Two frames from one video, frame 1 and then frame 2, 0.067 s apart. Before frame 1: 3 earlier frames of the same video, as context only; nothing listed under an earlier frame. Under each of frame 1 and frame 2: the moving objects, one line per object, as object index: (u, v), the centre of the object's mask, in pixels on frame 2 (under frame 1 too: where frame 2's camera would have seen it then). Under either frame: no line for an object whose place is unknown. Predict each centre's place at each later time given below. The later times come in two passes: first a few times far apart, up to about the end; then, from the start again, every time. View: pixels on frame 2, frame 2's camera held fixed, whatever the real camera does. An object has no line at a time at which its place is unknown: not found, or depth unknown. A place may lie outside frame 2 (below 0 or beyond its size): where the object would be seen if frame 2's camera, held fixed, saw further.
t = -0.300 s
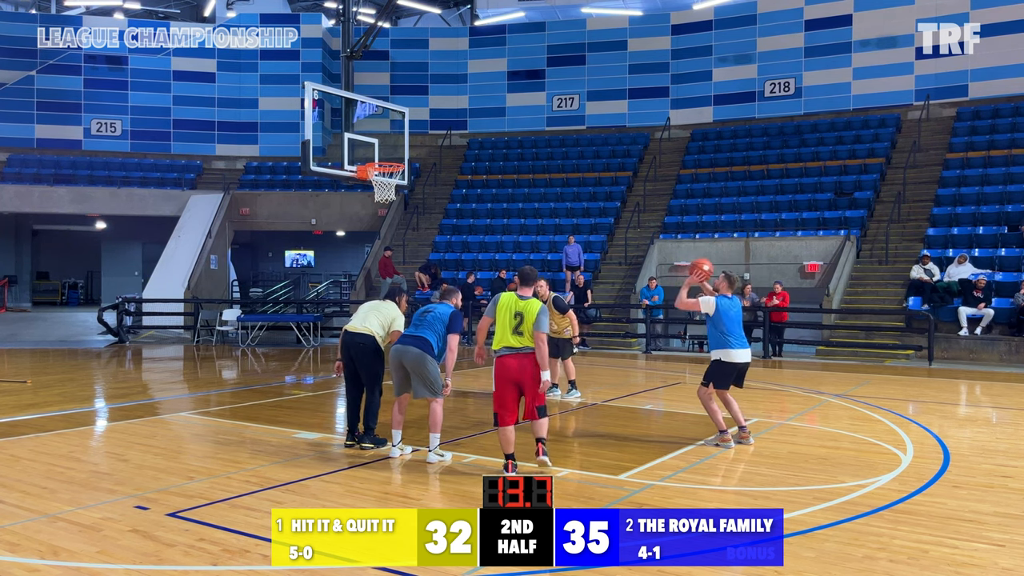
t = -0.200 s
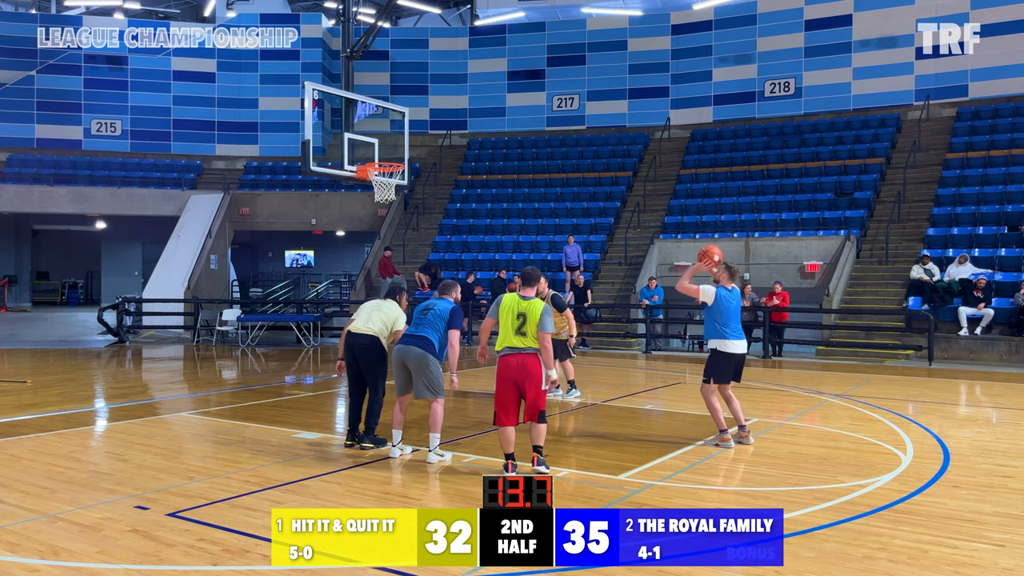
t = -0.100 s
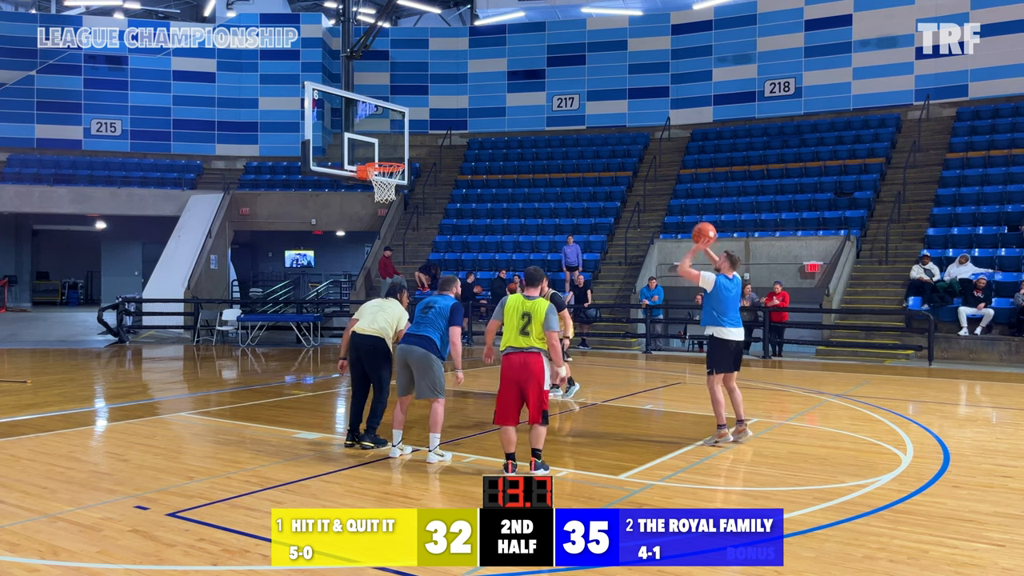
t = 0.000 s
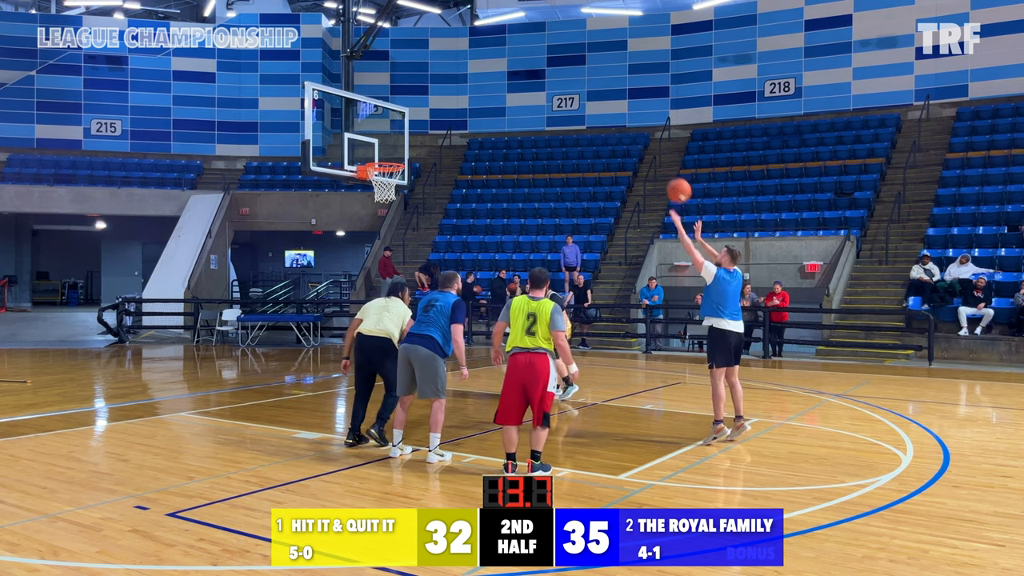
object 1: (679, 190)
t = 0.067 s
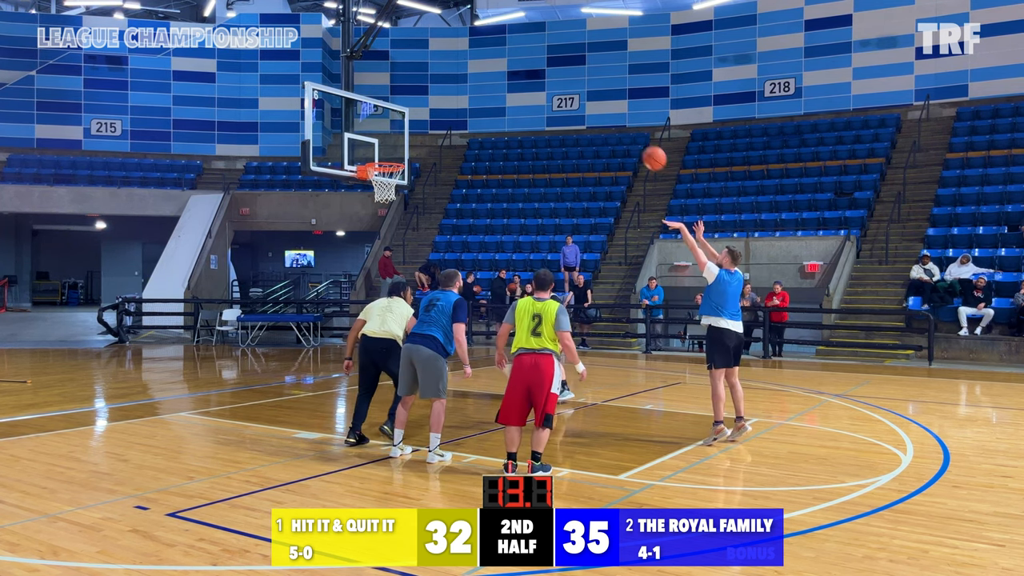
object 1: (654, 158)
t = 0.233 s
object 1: (597, 100)
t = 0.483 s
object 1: (518, 63)
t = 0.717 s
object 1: (452, 78)
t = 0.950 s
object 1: (393, 134)
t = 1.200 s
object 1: (412, 126)
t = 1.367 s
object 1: (452, 112)
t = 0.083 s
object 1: (648, 151)
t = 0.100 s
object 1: (642, 144)
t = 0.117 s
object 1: (636, 138)
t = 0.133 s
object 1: (631, 131)
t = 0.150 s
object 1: (625, 125)
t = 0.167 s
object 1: (619, 120)
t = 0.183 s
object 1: (613, 114)
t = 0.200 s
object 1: (608, 109)
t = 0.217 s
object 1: (601, 104)
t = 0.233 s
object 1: (597, 100)
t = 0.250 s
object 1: (591, 95)
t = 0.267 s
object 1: (585, 91)
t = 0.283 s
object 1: (580, 87)
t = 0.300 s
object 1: (574, 84)
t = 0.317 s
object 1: (569, 81)
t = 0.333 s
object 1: (563, 78)
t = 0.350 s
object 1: (558, 75)
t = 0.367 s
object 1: (553, 73)
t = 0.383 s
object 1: (548, 71)
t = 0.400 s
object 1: (543, 68)
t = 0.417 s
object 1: (538, 67)
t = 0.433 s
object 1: (533, 66)
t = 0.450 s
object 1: (527, 65)
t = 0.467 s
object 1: (523, 64)
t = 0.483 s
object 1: (518, 63)
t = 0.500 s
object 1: (513, 63)
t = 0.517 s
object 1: (508, 63)
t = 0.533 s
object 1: (503, 63)
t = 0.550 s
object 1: (498, 63)
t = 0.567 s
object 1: (493, 63)
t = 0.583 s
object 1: (489, 64)
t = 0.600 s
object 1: (484, 65)
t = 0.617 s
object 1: (479, 66)
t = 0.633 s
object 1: (475, 68)
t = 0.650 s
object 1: (470, 69)
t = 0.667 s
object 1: (466, 72)
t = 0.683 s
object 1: (461, 73)
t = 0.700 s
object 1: (457, 76)
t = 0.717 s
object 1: (452, 78)
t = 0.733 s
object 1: (448, 81)
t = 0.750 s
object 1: (443, 84)
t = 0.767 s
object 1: (439, 87)
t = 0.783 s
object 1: (435, 90)
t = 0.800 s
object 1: (431, 94)
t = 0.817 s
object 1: (426, 97)
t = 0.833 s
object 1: (422, 101)
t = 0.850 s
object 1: (418, 105)
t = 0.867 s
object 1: (414, 109)
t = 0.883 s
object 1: (410, 114)
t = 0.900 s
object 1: (405, 119)
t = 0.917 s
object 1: (401, 123)
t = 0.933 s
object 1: (397, 128)
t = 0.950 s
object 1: (393, 134)
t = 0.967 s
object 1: (390, 139)
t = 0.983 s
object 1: (386, 144)
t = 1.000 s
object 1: (382, 149)
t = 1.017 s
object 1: (378, 154)
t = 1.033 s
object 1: (375, 157)
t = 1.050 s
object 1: (378, 155)
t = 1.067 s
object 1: (382, 152)
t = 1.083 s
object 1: (386, 148)
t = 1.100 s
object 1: (389, 145)
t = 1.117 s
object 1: (393, 142)
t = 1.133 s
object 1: (397, 138)
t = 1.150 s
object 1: (401, 135)
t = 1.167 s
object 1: (405, 131)
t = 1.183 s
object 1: (409, 129)
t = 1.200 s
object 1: (412, 126)
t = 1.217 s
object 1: (416, 124)
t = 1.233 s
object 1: (420, 122)
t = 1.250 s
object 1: (424, 120)
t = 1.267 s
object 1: (428, 118)
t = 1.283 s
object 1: (432, 116)
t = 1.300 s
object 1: (436, 115)
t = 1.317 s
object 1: (440, 114)
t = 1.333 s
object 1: (444, 113)
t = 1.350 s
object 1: (448, 112)
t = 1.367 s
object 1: (452, 112)
